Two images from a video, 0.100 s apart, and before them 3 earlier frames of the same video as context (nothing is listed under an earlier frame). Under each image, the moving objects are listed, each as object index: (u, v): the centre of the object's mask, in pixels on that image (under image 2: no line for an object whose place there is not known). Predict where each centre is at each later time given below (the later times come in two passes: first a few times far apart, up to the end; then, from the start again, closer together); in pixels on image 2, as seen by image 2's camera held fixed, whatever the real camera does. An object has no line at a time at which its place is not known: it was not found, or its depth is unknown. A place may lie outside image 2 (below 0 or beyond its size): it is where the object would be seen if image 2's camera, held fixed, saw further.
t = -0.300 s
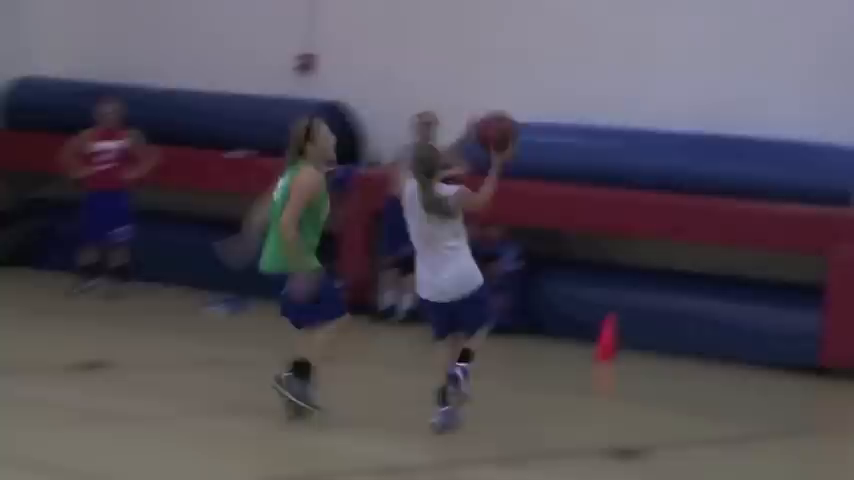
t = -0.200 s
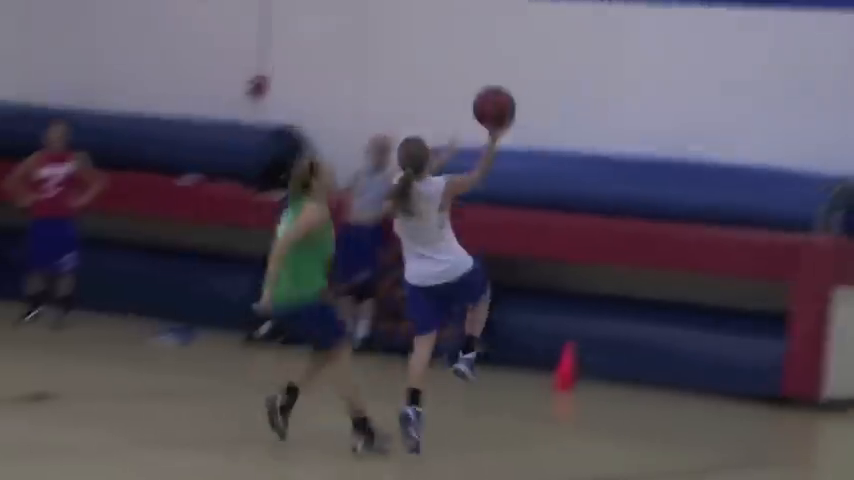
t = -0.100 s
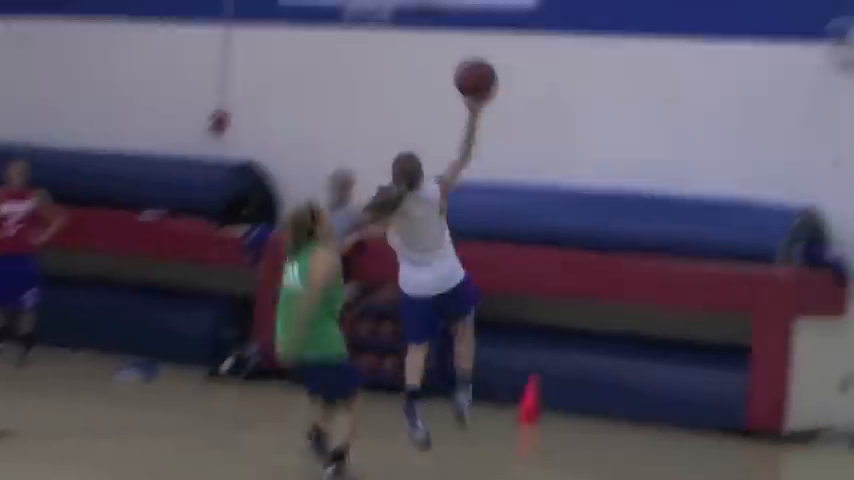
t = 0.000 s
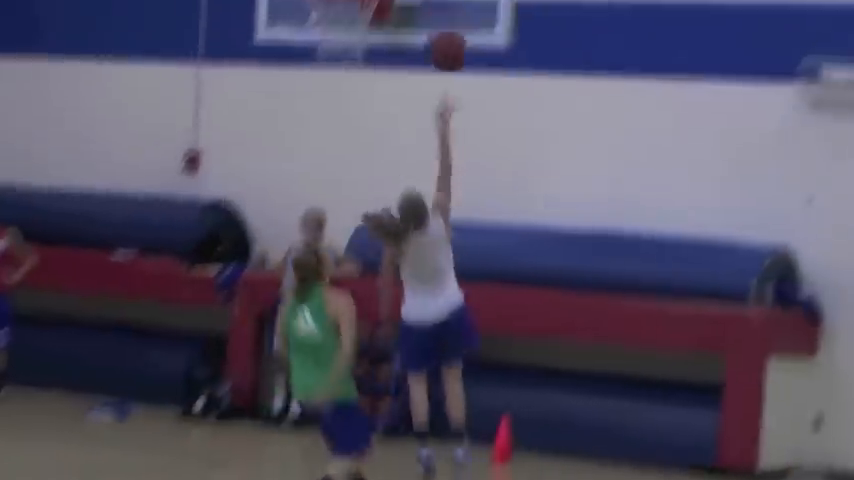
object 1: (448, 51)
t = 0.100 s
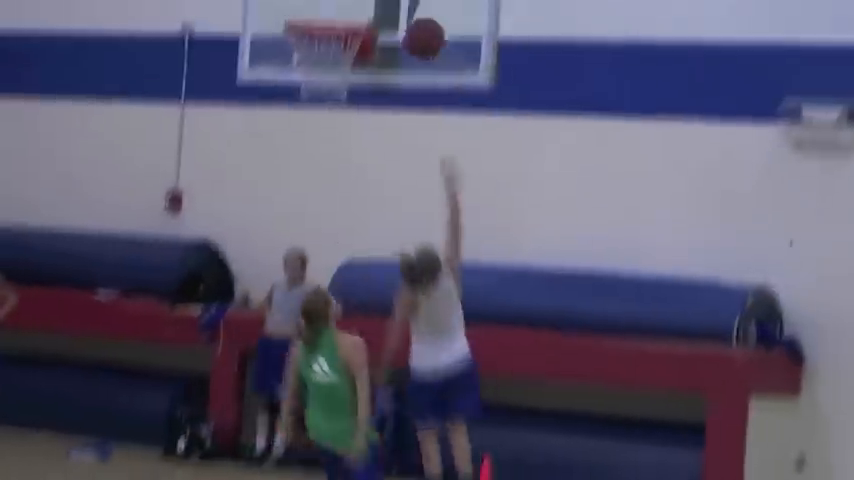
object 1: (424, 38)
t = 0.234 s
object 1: (415, -1)
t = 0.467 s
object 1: (339, 6)
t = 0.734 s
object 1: (302, 45)
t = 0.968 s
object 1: (318, 104)
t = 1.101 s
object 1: (331, 160)
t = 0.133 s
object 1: (422, 25)
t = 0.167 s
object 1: (420, 15)
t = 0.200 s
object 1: (418, 5)
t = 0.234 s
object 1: (415, -1)
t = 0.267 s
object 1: (406, -5)
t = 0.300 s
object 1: (394, -8)
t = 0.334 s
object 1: (384, -9)
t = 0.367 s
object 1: (373, -8)
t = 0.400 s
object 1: (361, -5)
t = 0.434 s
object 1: (350, 0)
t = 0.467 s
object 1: (339, 6)
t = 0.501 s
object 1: (332, 9)
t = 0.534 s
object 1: (327, 10)
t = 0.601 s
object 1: (317, 13)
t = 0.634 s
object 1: (311, 19)
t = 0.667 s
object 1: (305, 31)
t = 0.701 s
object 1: (303, 39)
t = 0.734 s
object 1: (302, 45)
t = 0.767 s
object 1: (301, 54)
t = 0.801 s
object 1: (303, 64)
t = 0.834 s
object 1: (305, 72)
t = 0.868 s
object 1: (307, 79)
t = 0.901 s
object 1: (309, 89)
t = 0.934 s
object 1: (316, 95)
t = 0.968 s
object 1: (318, 104)
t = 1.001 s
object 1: (321, 117)
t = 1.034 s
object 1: (325, 129)
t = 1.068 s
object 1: (329, 144)
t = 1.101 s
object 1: (331, 160)
